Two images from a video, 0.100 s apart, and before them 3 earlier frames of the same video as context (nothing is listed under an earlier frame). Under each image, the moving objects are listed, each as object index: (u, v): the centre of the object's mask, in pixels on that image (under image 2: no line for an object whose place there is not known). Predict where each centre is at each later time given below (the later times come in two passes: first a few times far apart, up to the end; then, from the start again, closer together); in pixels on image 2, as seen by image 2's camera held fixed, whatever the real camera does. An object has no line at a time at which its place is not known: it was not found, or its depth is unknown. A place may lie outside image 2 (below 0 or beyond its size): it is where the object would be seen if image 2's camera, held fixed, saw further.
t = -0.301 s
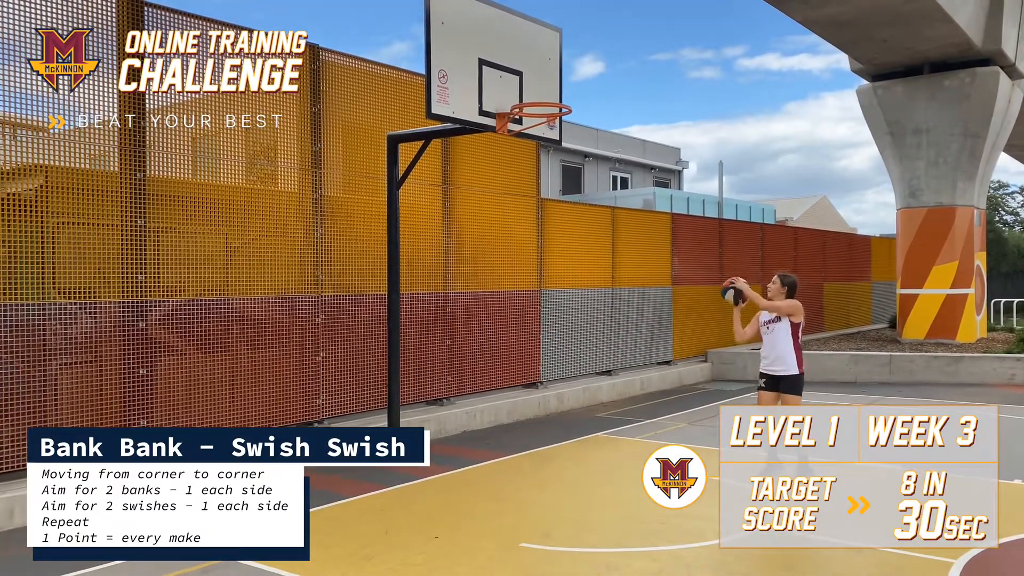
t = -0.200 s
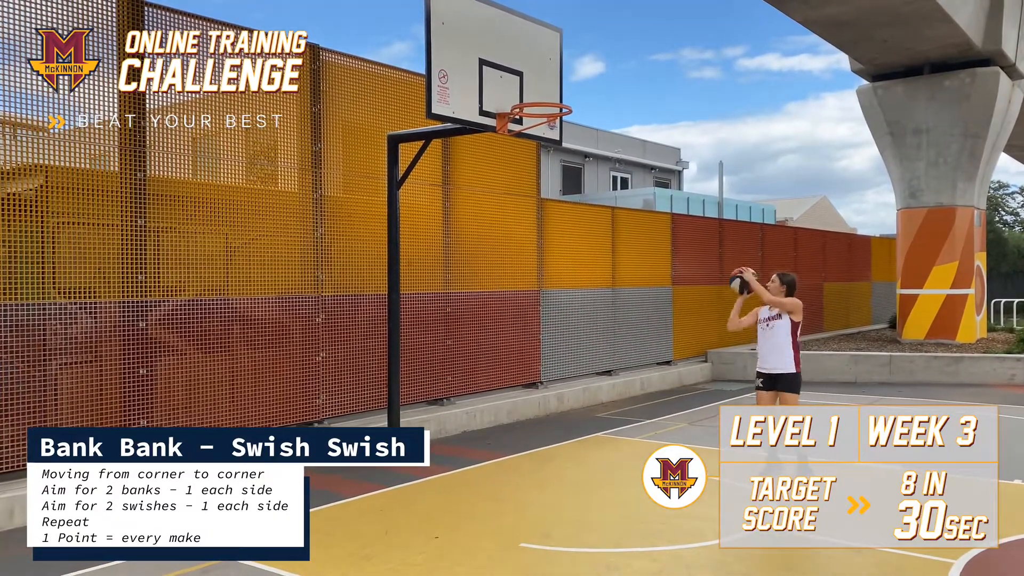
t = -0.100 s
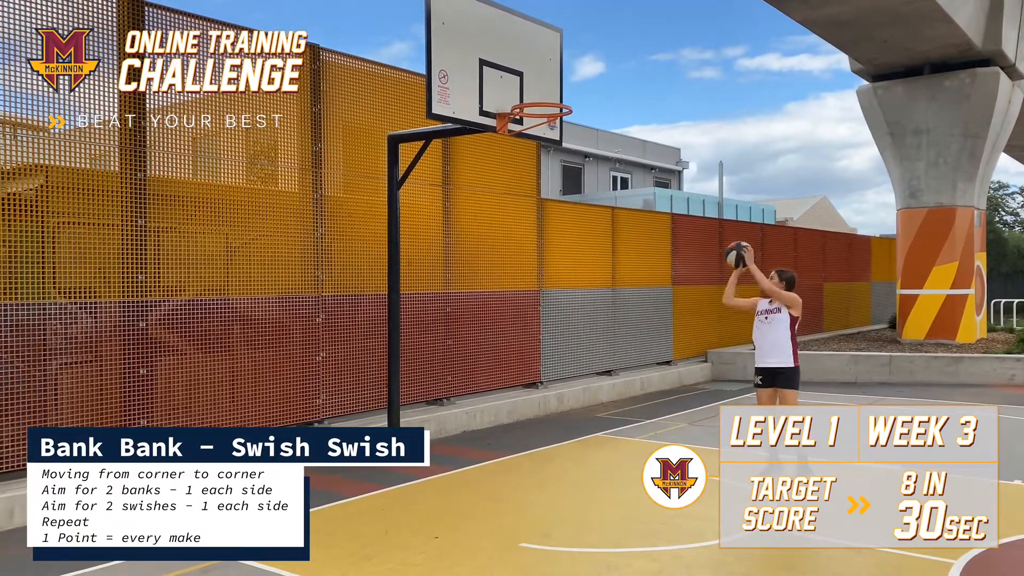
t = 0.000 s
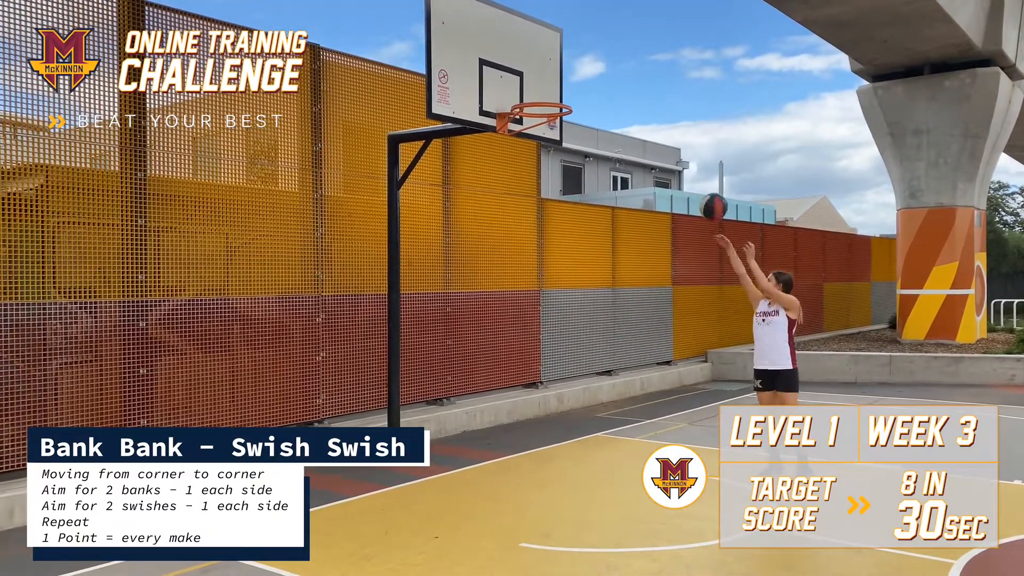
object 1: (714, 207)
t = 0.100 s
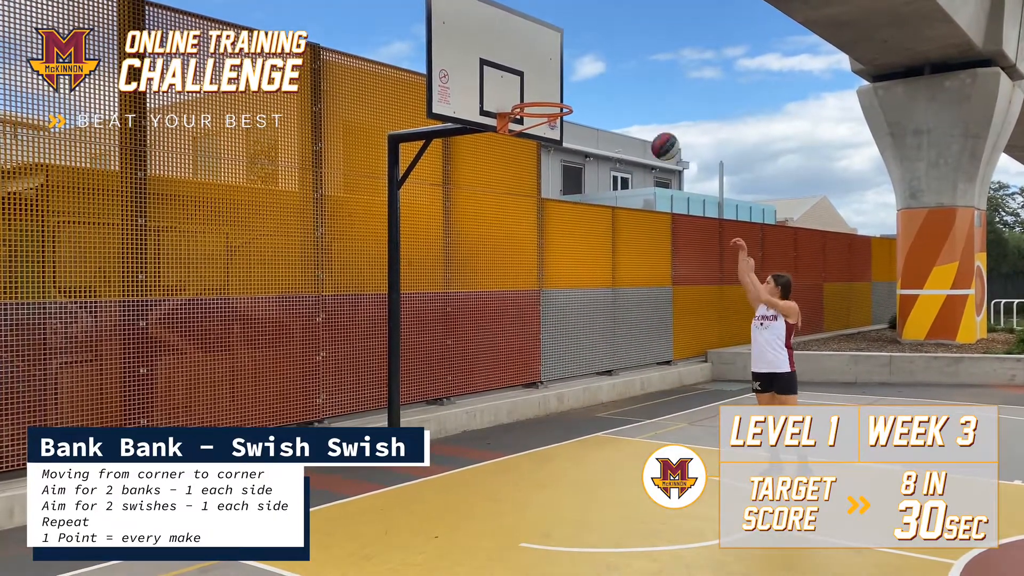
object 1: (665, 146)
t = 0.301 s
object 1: (593, 95)
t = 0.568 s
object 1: (544, 92)
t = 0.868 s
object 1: (539, 176)
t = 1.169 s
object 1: (511, 370)
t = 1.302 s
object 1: (500, 486)
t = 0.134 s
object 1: (653, 134)
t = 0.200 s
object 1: (629, 115)
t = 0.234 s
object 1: (617, 107)
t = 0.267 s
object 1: (605, 101)
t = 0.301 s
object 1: (593, 95)
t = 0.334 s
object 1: (581, 91)
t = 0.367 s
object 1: (570, 89)
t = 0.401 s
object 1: (558, 87)
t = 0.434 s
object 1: (546, 87)
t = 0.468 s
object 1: (534, 89)
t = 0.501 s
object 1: (537, 89)
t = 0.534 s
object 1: (541, 90)
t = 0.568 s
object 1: (544, 92)
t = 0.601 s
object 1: (546, 97)
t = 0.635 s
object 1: (552, 102)
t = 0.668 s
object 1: (556, 112)
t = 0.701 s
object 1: (555, 119)
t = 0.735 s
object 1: (552, 127)
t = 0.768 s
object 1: (549, 136)
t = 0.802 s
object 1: (545, 148)
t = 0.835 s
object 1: (542, 161)
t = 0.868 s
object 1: (539, 176)
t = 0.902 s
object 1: (536, 192)
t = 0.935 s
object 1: (533, 210)
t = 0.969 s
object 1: (530, 228)
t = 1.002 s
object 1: (527, 248)
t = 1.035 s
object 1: (524, 270)
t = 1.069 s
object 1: (520, 293)
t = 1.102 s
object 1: (517, 317)
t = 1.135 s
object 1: (514, 343)
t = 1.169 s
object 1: (511, 370)
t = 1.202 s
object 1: (509, 400)
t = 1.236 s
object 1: (506, 431)
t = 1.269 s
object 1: (503, 465)
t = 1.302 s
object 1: (500, 486)
